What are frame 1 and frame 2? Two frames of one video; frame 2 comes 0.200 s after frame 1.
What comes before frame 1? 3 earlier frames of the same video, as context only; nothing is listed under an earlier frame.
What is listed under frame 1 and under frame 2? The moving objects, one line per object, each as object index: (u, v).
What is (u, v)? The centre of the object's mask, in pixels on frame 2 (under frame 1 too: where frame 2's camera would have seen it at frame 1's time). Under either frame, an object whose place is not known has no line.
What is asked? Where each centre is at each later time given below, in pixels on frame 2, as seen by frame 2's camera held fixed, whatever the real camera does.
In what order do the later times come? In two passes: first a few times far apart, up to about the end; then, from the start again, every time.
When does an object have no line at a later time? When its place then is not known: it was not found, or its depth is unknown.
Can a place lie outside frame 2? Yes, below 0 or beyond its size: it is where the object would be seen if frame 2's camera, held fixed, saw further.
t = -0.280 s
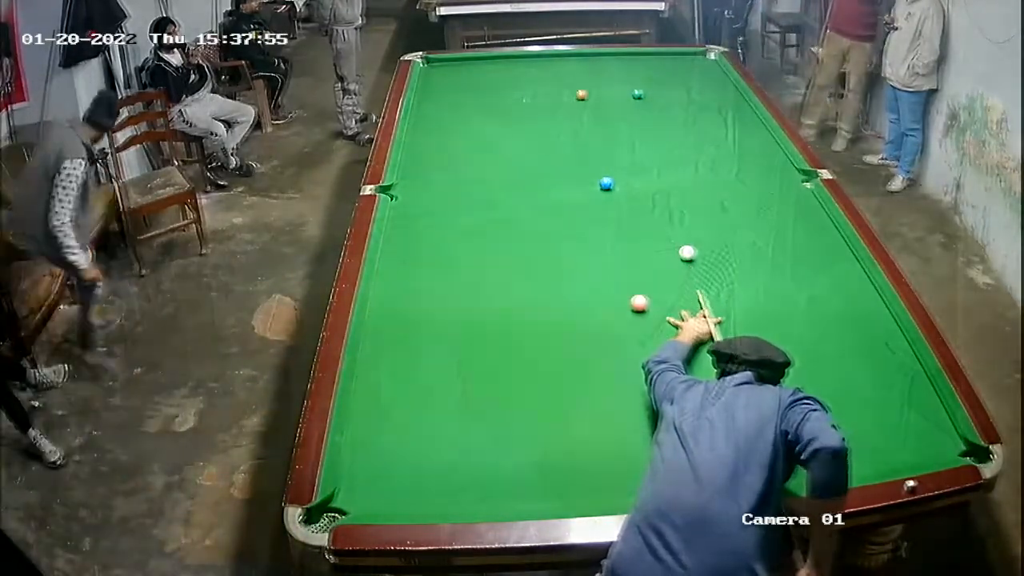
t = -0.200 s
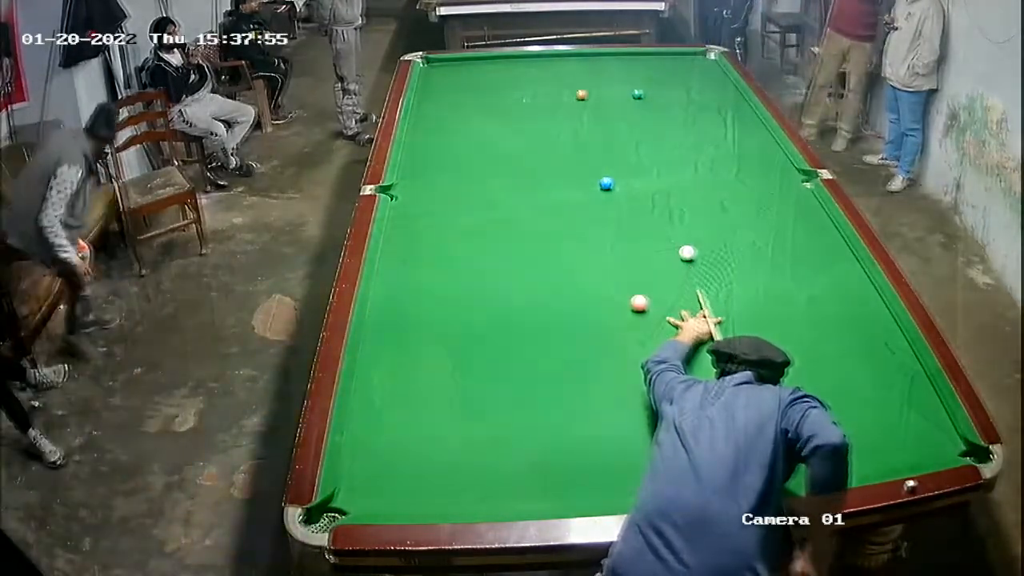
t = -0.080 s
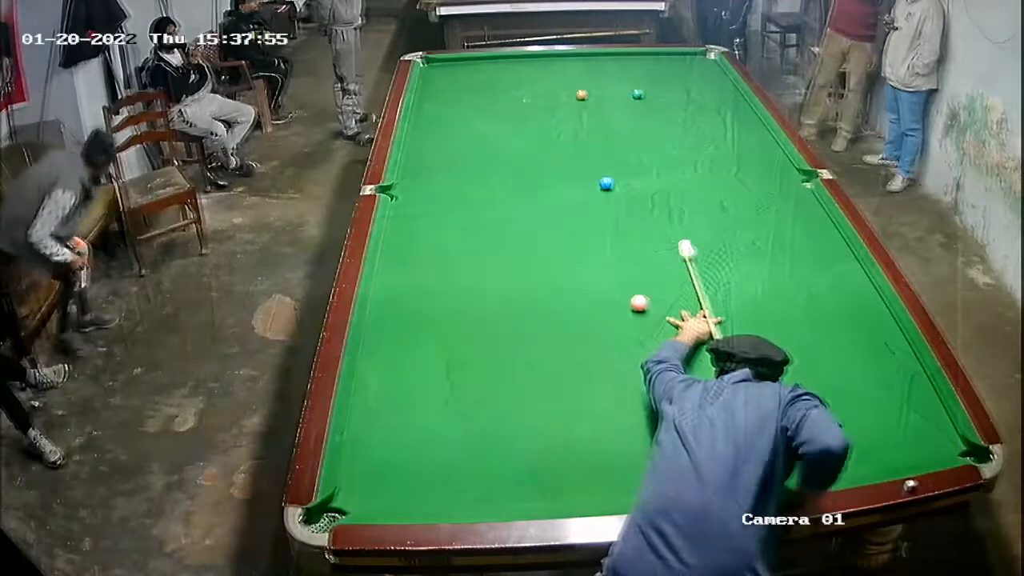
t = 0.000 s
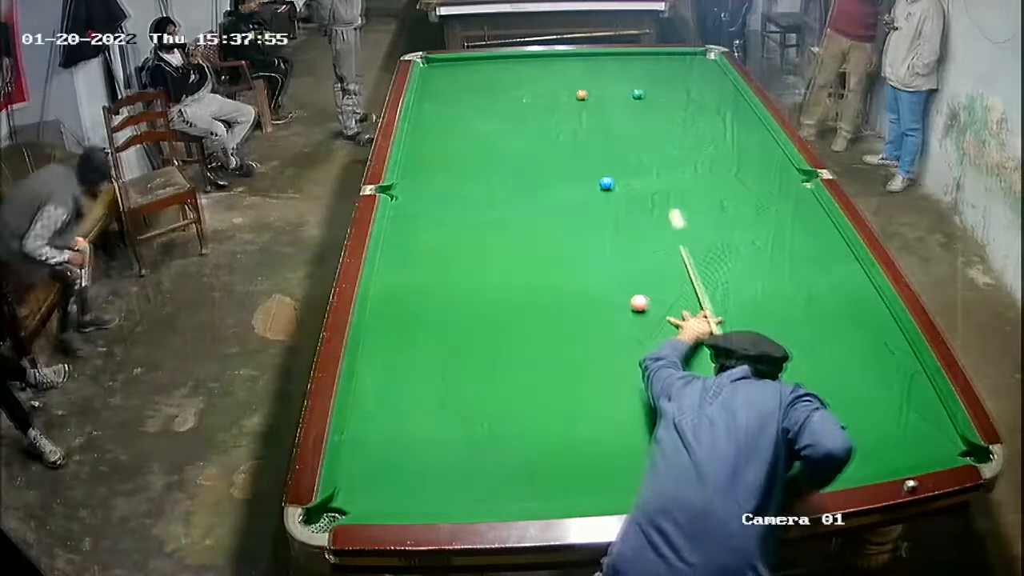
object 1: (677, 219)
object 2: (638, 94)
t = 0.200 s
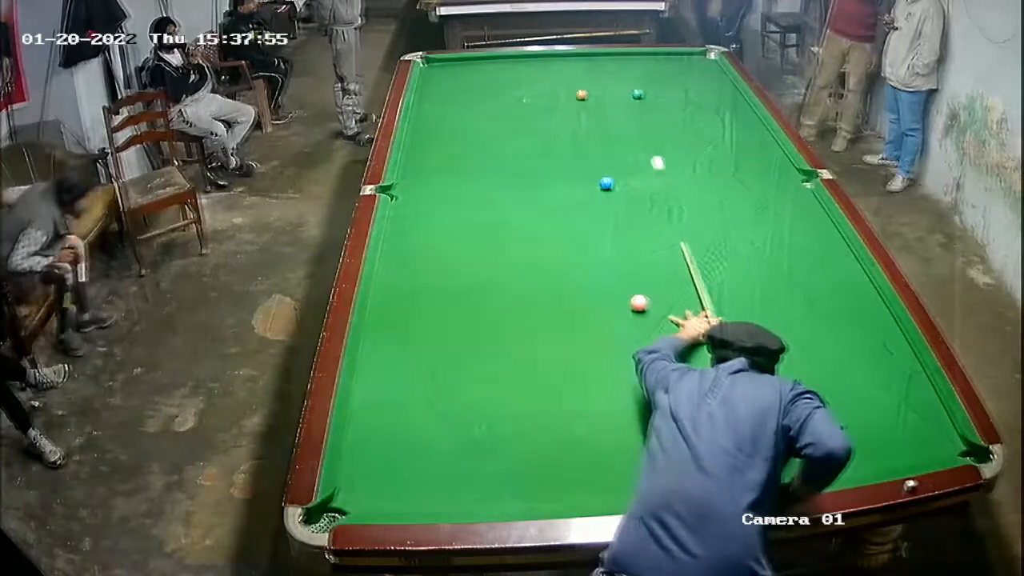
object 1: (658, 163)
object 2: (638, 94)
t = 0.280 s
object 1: (652, 148)
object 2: (638, 94)
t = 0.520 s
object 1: (639, 112)
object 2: (638, 94)
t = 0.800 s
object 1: (610, 88)
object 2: (652, 84)
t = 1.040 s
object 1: (579, 76)
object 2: (670, 73)
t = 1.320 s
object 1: (548, 64)
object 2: (687, 61)
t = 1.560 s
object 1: (525, 57)
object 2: (701, 54)
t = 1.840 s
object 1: (508, 66)
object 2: (708, 61)
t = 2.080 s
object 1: (492, 75)
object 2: (703, 65)
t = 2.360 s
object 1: (473, 84)
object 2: (697, 70)
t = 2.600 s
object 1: (458, 93)
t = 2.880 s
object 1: (440, 102)
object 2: (687, 80)
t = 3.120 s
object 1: (426, 111)
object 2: (682, 84)
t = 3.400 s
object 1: (416, 119)
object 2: (677, 88)
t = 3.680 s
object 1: (423, 125)
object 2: (672, 91)
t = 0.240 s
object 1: (655, 155)
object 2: (638, 94)
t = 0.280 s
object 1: (652, 148)
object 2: (638, 94)
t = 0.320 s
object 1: (650, 141)
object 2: (638, 94)
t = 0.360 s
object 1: (648, 135)
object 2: (638, 94)
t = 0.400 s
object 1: (645, 129)
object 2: (638, 94)
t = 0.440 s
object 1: (643, 123)
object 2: (638, 94)
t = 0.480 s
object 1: (641, 117)
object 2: (638, 94)
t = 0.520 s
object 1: (639, 112)
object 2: (638, 94)
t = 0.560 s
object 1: (637, 106)
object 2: (638, 94)
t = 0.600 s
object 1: (634, 101)
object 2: (639, 93)
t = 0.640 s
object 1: (632, 96)
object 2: (640, 92)
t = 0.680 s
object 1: (626, 95)
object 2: (642, 91)
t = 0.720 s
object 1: (620, 93)
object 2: (646, 88)
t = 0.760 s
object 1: (615, 91)
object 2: (650, 86)
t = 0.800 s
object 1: (610, 88)
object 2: (652, 84)
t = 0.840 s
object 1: (604, 86)
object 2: (655, 82)
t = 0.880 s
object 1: (599, 84)
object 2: (659, 80)
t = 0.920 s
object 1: (593, 82)
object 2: (661, 78)
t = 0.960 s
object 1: (589, 80)
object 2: (664, 76)
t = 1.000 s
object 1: (584, 78)
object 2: (667, 75)
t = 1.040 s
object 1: (579, 76)
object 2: (670, 73)
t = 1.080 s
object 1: (575, 75)
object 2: (672, 70)
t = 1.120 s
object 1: (570, 72)
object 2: (674, 69)
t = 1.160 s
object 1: (565, 71)
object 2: (677, 68)
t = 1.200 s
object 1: (561, 69)
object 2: (679, 65)
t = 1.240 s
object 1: (557, 67)
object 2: (682, 64)
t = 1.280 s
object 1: (553, 65)
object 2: (683, 63)
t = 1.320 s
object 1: (548, 64)
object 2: (687, 61)
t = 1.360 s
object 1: (544, 62)
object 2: (689, 58)
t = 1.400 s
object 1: (540, 60)
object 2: (692, 57)
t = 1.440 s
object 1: (536, 59)
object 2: (694, 56)
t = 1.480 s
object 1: (532, 57)
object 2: (696, 54)
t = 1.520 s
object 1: (528, 56)
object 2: (699, 54)
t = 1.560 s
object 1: (525, 57)
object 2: (701, 54)
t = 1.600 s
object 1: (523, 58)
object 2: (704, 56)
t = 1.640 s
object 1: (520, 59)
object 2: (707, 57)
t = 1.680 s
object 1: (518, 61)
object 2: (709, 58)
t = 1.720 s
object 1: (515, 62)
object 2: (710, 58)
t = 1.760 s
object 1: (513, 63)
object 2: (710, 59)
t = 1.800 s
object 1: (510, 65)
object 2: (709, 59)
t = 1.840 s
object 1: (508, 66)
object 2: (708, 61)
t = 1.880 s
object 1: (504, 68)
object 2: (708, 61)
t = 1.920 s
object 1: (502, 69)
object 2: (706, 62)
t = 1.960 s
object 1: (500, 70)
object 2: (706, 63)
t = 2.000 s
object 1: (497, 72)
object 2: (705, 64)
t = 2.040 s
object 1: (494, 73)
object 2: (704, 64)
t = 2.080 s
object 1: (492, 75)
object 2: (703, 65)
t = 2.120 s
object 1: (489, 76)
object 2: (703, 66)
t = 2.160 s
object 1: (486, 77)
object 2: (702, 66)
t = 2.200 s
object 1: (484, 78)
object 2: (701, 67)
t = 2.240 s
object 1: (481, 80)
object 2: (699, 68)
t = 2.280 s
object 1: (478, 81)
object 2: (699, 69)
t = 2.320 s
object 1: (476, 83)
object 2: (698, 70)
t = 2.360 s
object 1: (473, 84)
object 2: (697, 70)
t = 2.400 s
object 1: (470, 86)
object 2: (696, 71)
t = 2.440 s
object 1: (468, 87)
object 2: (696, 72)
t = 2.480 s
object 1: (466, 88)
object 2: (695, 72)
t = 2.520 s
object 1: (463, 90)
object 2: (694, 73)
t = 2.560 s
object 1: (460, 91)
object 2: (693, 74)
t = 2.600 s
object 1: (458, 93)
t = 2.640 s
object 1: (455, 94)
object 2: (692, 76)
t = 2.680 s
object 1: (453, 95)
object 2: (690, 76)
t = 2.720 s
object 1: (450, 97)
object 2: (690, 77)
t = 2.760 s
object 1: (448, 98)
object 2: (689, 78)
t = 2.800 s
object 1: (445, 100)
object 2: (688, 79)
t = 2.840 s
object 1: (443, 101)
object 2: (687, 79)
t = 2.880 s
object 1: (440, 102)
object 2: (687, 80)
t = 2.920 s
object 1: (438, 104)
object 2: (686, 81)
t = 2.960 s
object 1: (435, 105)
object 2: (685, 81)
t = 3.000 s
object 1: (433, 107)
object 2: (685, 82)
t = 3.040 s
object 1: (430, 108)
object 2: (684, 83)
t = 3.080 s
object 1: (428, 110)
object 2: (683, 83)
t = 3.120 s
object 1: (426, 111)
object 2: (682, 84)
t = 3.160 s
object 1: (423, 112)
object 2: (681, 84)
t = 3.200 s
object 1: (421, 114)
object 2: (681, 85)
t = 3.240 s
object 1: (419, 115)
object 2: (680, 86)
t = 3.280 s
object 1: (416, 116)
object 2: (679, 86)
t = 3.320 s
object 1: (415, 118)
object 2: (679, 87)
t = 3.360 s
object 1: (415, 119)
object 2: (678, 87)
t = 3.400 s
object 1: (416, 119)
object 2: (677, 88)
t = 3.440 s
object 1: (418, 120)
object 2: (676, 88)
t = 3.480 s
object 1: (418, 121)
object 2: (675, 89)
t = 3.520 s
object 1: (419, 122)
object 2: (674, 89)
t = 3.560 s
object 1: (420, 123)
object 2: (674, 90)
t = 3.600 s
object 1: (421, 123)
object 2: (673, 90)
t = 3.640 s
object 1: (422, 124)
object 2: (672, 91)
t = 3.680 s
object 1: (423, 125)
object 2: (672, 91)
